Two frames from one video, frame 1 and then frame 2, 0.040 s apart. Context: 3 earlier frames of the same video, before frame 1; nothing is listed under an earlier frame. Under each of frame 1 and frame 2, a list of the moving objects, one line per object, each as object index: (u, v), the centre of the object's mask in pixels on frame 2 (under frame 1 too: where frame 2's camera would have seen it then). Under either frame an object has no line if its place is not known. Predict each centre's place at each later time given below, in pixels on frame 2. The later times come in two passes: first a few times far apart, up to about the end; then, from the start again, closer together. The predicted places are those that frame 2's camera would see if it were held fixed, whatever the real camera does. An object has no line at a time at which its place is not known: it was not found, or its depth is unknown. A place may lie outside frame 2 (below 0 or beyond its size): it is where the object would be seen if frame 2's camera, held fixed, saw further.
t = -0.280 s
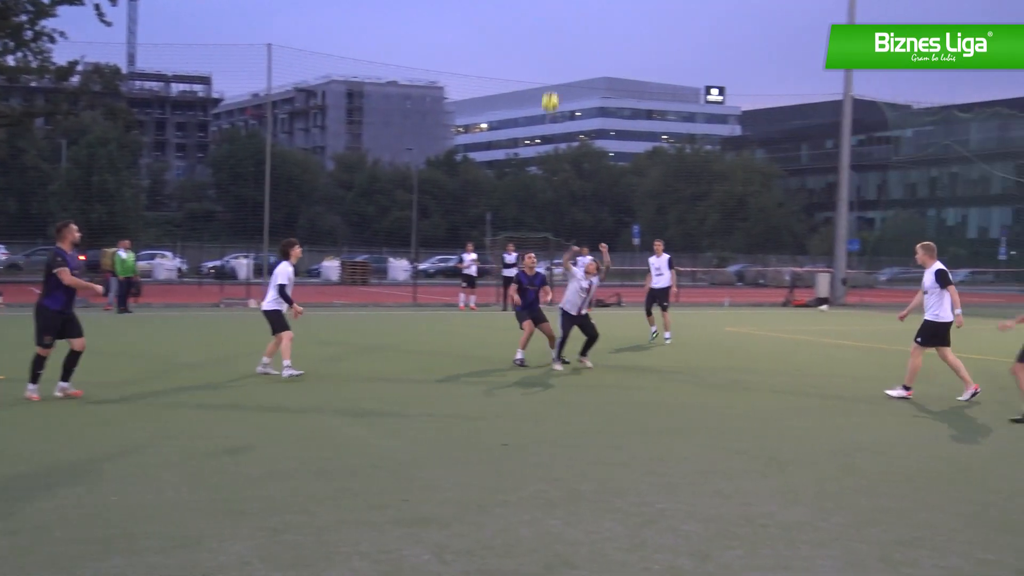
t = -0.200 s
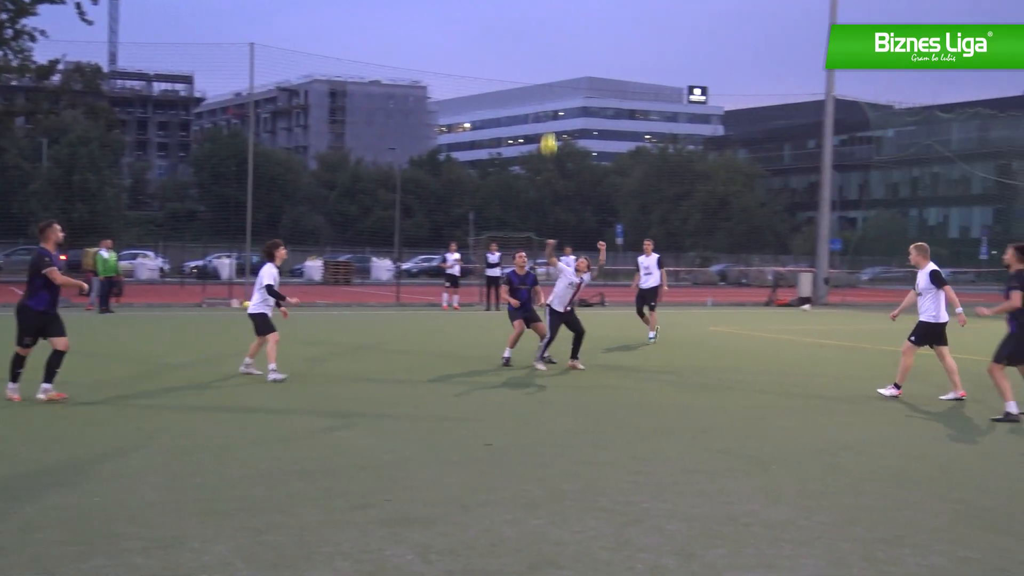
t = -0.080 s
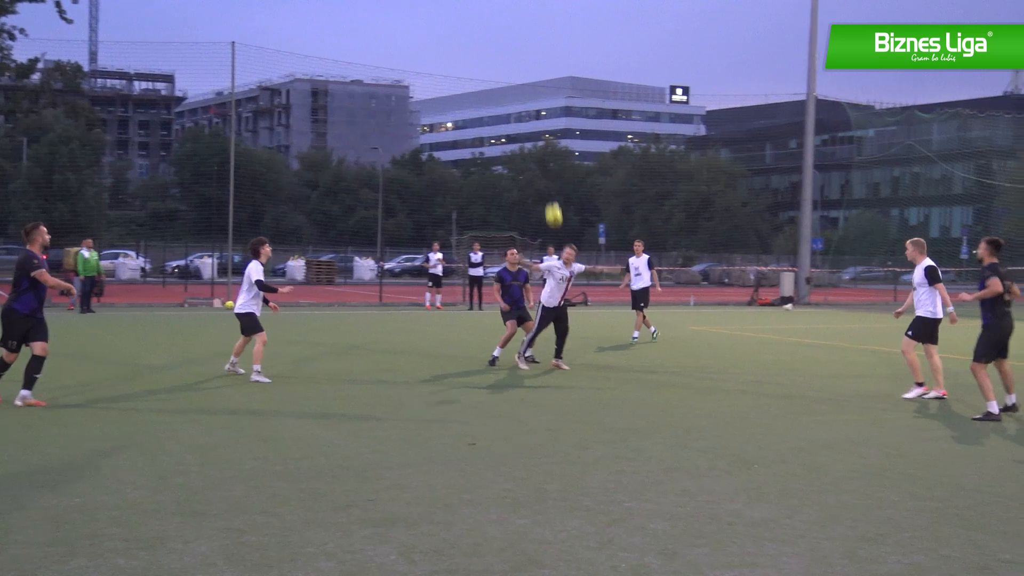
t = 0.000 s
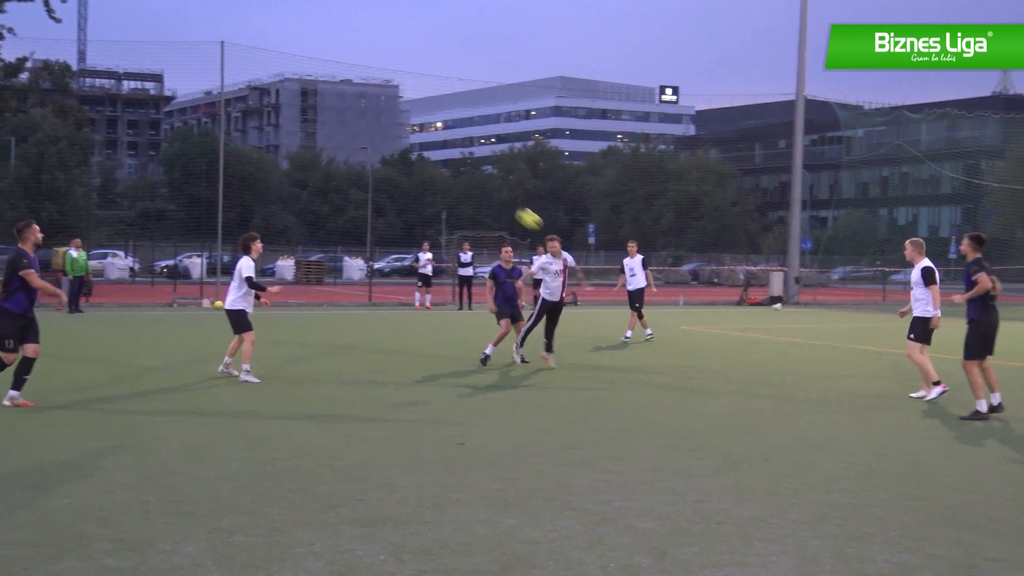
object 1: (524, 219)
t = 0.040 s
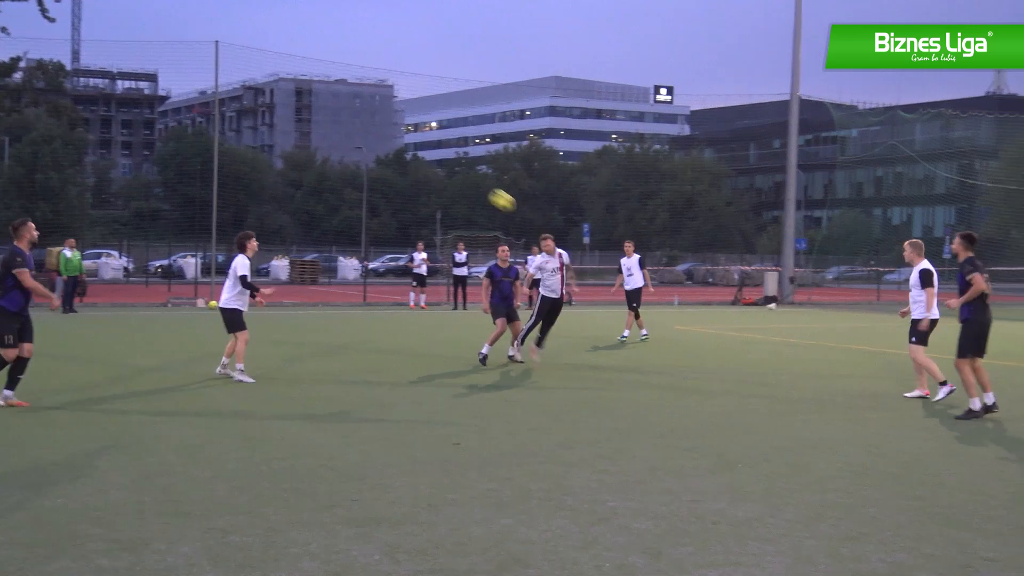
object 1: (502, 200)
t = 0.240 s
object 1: (386, 118)
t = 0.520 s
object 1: (200, 45)
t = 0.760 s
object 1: (10, 26)
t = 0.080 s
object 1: (480, 182)
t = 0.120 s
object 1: (458, 165)
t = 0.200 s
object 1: (411, 132)
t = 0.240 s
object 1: (386, 118)
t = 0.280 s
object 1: (362, 104)
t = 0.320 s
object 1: (337, 92)
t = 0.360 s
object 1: (311, 80)
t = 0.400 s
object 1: (285, 70)
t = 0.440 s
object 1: (257, 60)
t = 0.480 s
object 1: (229, 52)
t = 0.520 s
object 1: (200, 45)
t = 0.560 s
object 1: (171, 39)
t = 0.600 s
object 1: (140, 34)
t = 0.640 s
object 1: (109, 30)
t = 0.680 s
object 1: (76, 27)
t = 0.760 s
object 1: (10, 26)
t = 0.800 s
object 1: (-25, 27)
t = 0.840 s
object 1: (-59, 32)
